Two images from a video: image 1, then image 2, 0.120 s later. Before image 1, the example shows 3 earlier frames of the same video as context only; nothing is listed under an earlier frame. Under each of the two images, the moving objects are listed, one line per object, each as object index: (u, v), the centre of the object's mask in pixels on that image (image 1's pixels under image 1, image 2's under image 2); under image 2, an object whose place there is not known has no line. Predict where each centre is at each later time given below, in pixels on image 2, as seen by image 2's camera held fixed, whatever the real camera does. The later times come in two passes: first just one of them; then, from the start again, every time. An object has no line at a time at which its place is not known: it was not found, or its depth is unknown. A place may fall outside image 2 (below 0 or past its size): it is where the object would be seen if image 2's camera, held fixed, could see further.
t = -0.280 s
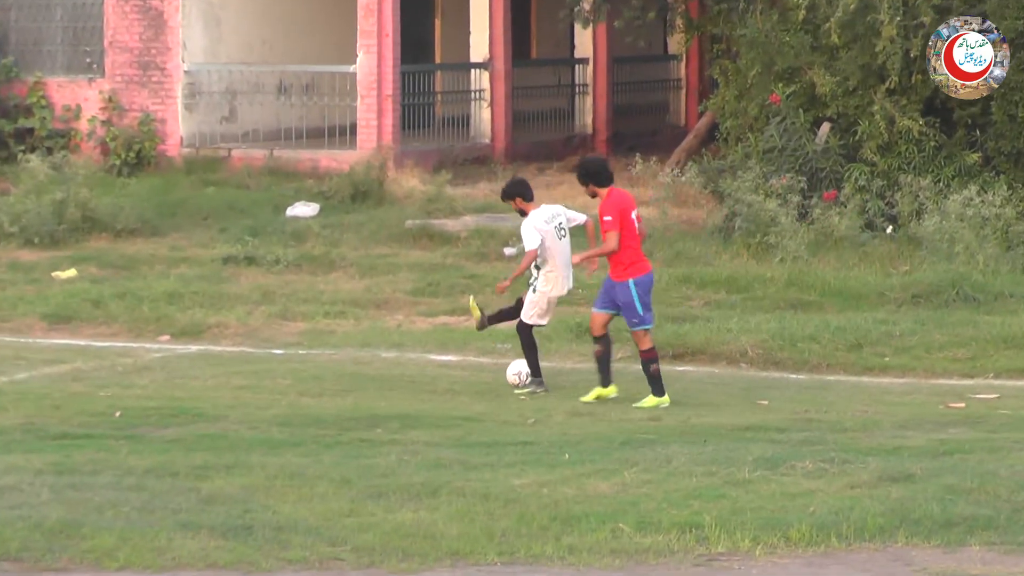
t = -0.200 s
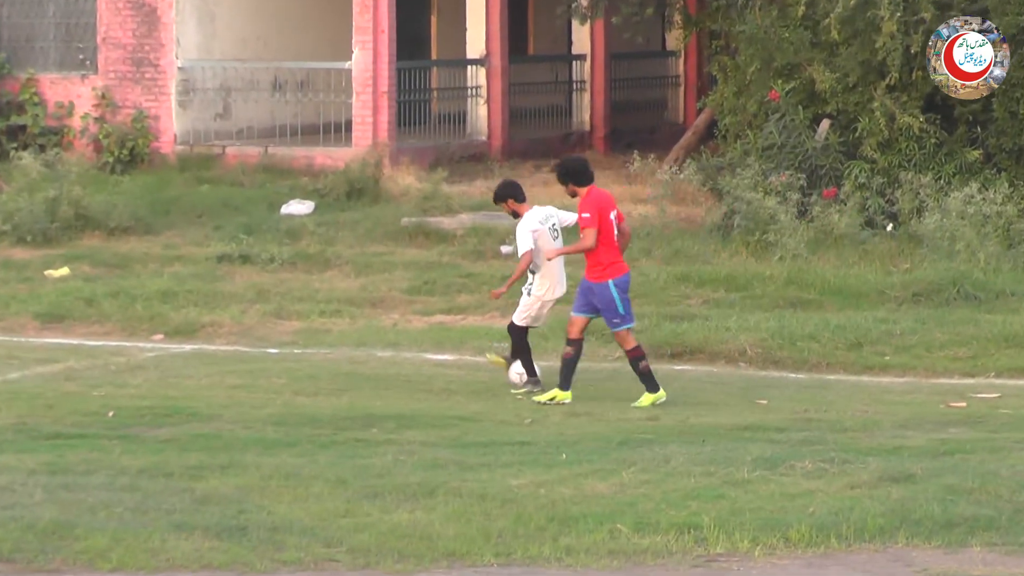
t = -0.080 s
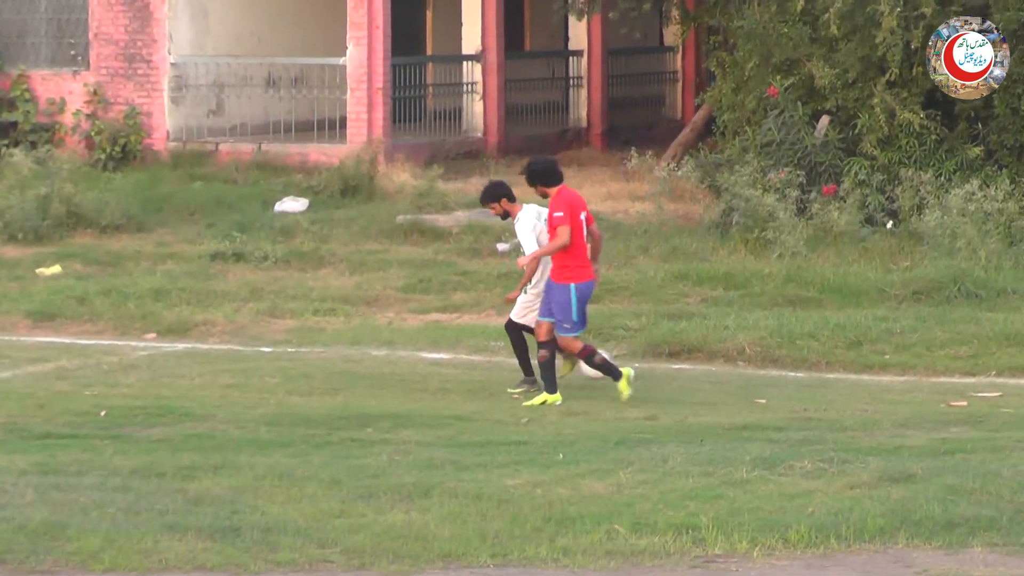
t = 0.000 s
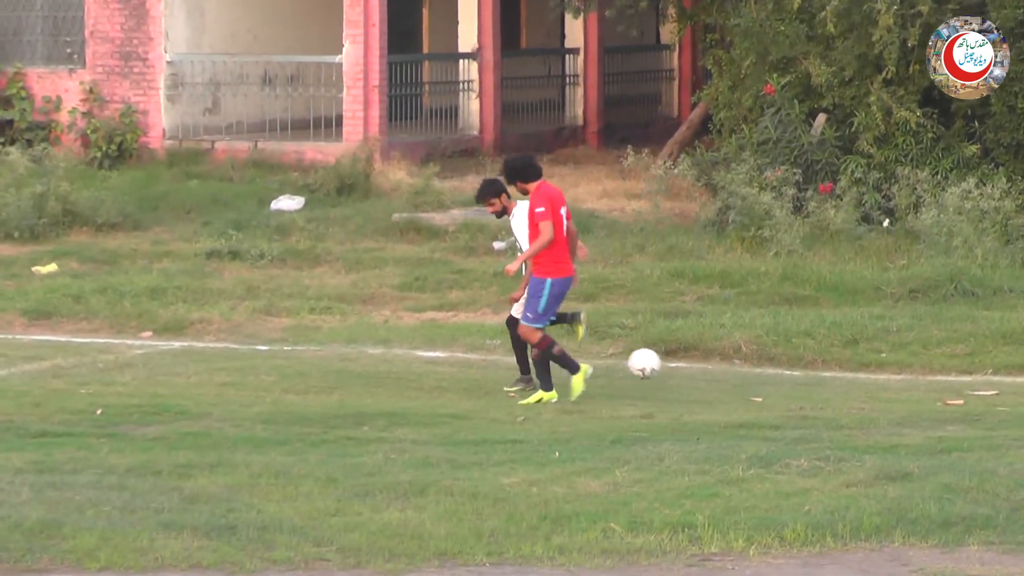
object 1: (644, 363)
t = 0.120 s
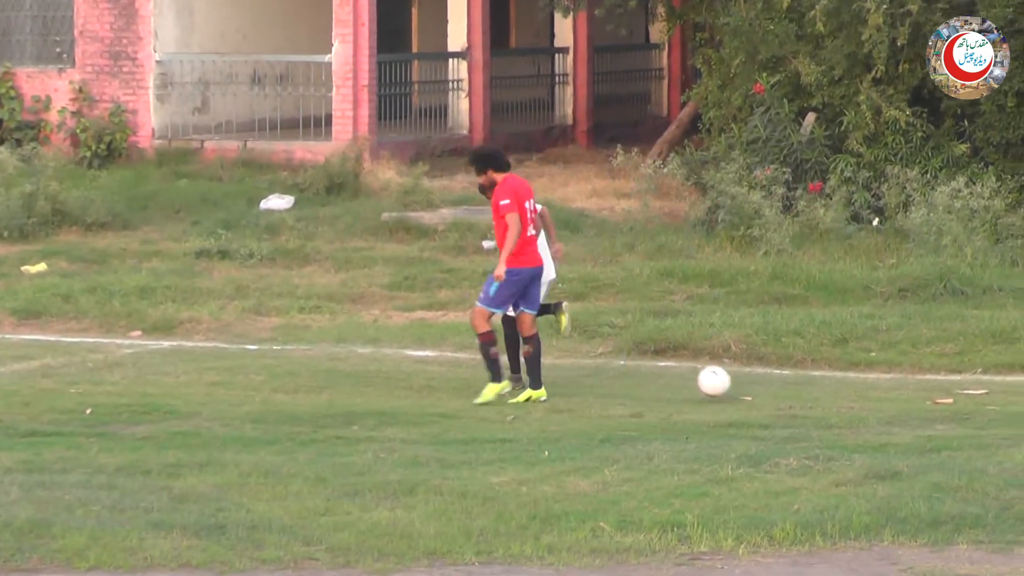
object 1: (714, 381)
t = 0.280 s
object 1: (809, 380)
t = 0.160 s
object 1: (741, 391)
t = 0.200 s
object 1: (763, 386)
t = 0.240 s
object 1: (786, 381)
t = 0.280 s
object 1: (809, 380)
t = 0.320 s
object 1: (832, 380)
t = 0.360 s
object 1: (855, 382)
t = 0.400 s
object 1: (878, 387)
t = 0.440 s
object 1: (900, 396)
